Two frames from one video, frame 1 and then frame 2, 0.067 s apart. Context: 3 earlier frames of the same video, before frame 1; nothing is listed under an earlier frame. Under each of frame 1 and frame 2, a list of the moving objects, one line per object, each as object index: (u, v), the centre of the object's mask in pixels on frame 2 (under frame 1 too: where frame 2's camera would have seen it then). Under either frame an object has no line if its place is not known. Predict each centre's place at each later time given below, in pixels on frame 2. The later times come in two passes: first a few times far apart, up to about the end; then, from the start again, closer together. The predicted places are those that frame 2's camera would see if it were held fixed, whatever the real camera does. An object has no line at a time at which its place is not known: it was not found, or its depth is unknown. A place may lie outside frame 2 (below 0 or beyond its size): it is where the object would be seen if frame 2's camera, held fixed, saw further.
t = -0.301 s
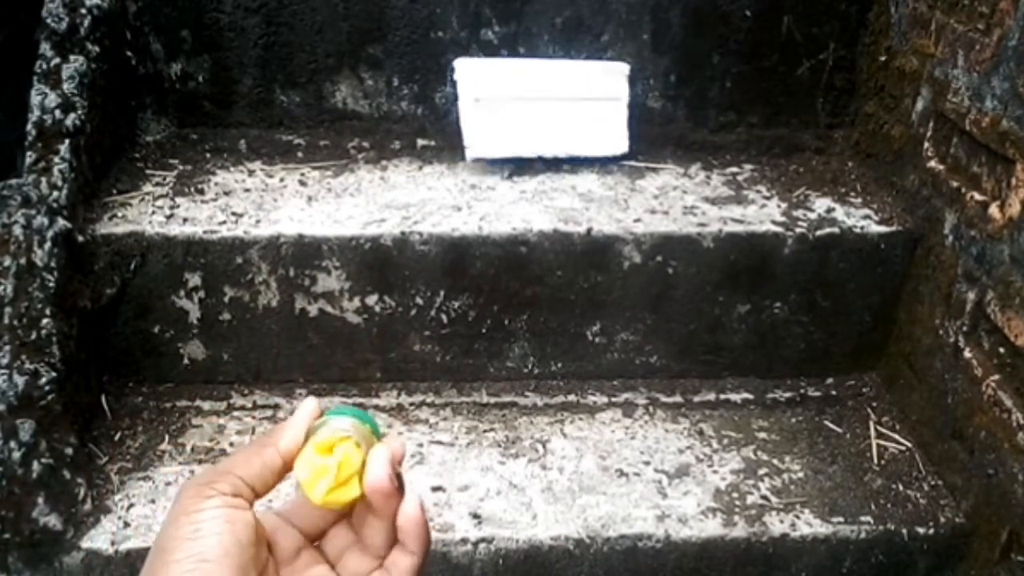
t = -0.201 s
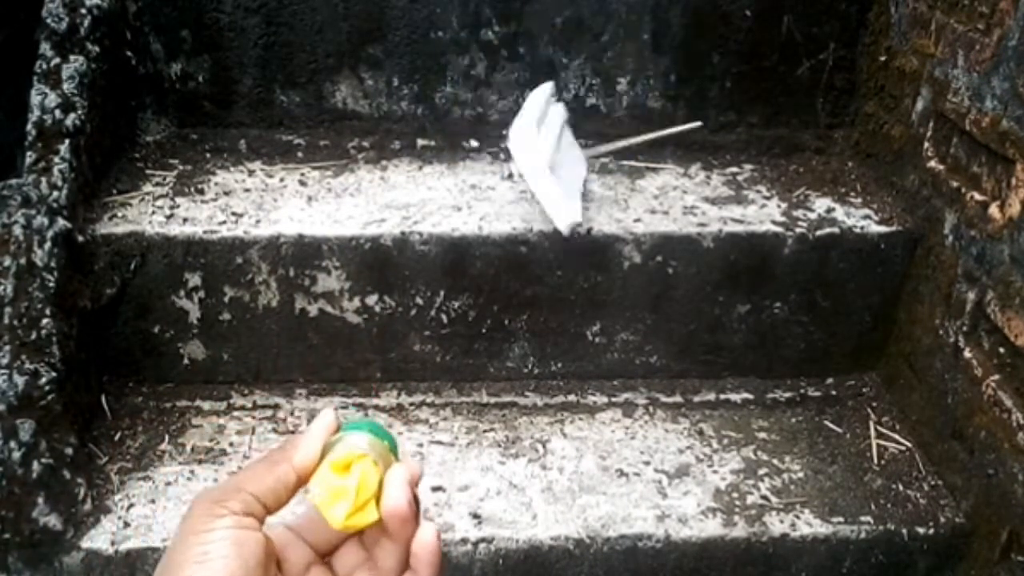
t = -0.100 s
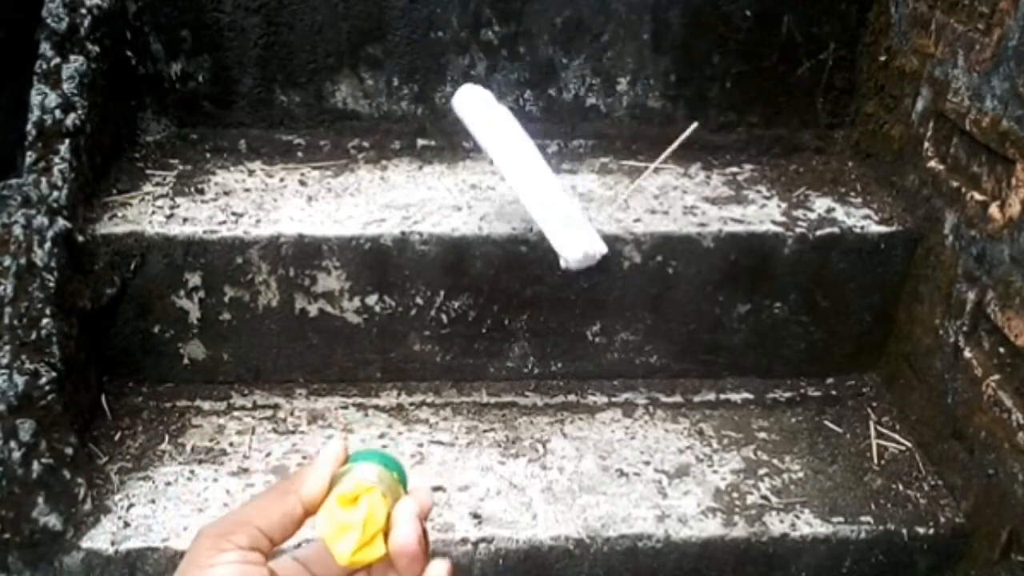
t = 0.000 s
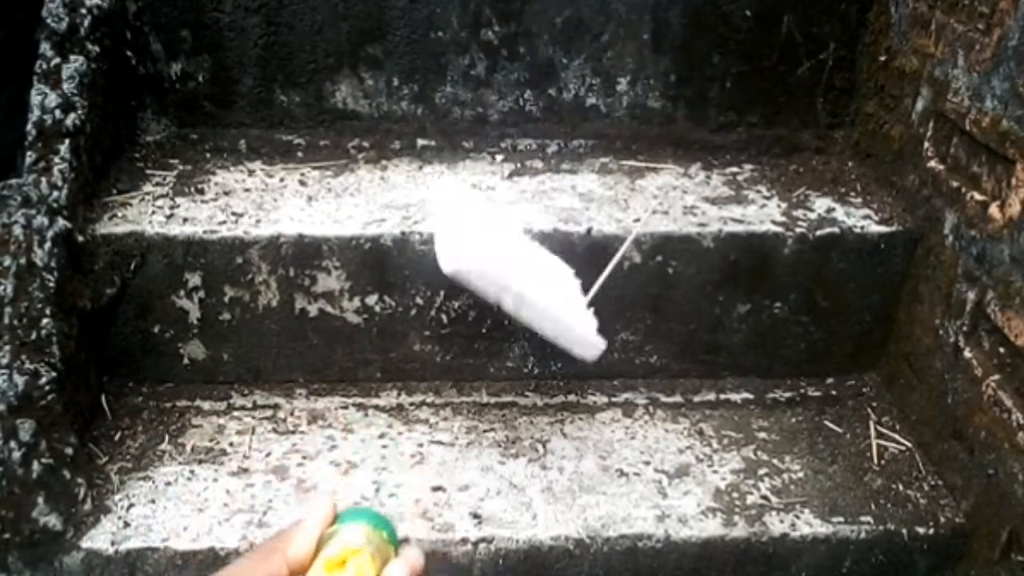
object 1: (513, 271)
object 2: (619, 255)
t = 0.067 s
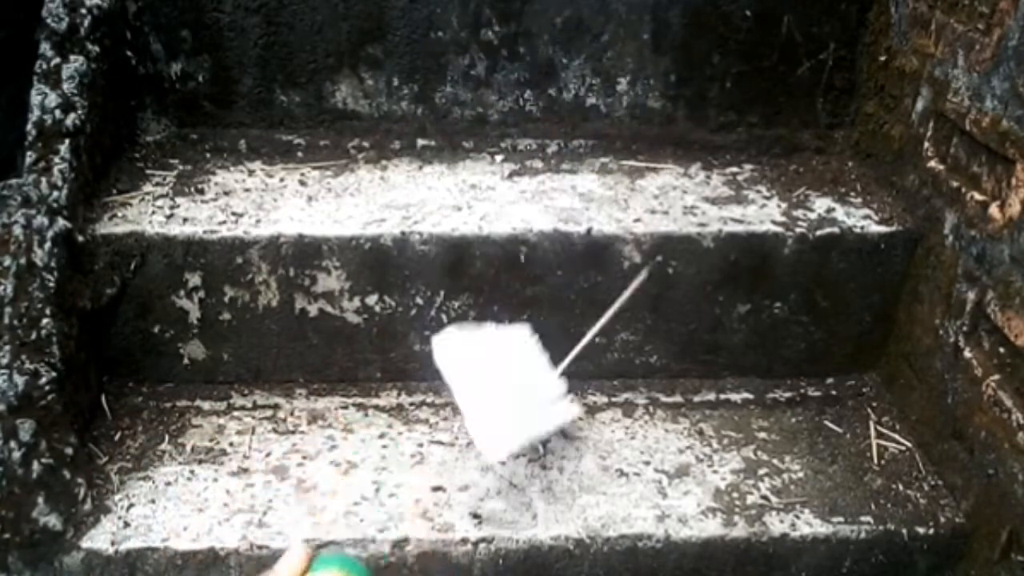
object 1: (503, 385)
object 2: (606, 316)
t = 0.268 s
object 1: (362, 483)
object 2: (356, 354)
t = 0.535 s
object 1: (356, 483)
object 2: (355, 355)
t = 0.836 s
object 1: (355, 485)
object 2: (349, 355)
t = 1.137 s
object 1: (355, 485)
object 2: (349, 355)
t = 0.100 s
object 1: (504, 451)
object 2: (580, 342)
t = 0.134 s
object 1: (480, 456)
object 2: (545, 334)
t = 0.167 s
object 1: (448, 455)
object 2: (496, 326)
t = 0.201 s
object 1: (414, 462)
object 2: (444, 330)
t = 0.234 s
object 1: (379, 478)
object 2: (394, 345)
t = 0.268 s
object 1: (362, 483)
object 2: (356, 354)
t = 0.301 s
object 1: (354, 481)
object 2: (328, 358)
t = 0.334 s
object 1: (351, 474)
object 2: (321, 351)
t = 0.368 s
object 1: (349, 473)
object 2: (313, 352)
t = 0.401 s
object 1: (349, 474)
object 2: (312, 352)
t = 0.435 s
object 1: (351, 477)
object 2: (320, 352)
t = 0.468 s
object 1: (353, 482)
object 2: (335, 356)
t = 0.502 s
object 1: (356, 484)
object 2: (347, 354)
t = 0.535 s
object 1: (356, 483)
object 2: (355, 355)
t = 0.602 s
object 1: (355, 484)
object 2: (347, 355)
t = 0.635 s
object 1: (355, 484)
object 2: (345, 355)
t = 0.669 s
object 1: (355, 484)
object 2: (347, 355)
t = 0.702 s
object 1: (355, 485)
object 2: (349, 355)
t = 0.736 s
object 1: (355, 485)
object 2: (348, 355)
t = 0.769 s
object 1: (355, 485)
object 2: (349, 355)
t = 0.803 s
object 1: (355, 485)
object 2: (349, 355)
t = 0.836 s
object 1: (355, 485)
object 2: (349, 355)
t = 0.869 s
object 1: (355, 485)
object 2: (349, 355)
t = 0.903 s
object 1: (355, 485)
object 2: (349, 355)
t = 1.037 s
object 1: (355, 485)
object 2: (349, 355)
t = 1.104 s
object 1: (355, 485)
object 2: (349, 355)
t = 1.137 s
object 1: (355, 485)
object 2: (349, 355)
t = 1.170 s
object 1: (355, 485)
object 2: (349, 355)
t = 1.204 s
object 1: (355, 485)
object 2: (349, 355)
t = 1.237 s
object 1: (355, 485)
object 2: (349, 355)
